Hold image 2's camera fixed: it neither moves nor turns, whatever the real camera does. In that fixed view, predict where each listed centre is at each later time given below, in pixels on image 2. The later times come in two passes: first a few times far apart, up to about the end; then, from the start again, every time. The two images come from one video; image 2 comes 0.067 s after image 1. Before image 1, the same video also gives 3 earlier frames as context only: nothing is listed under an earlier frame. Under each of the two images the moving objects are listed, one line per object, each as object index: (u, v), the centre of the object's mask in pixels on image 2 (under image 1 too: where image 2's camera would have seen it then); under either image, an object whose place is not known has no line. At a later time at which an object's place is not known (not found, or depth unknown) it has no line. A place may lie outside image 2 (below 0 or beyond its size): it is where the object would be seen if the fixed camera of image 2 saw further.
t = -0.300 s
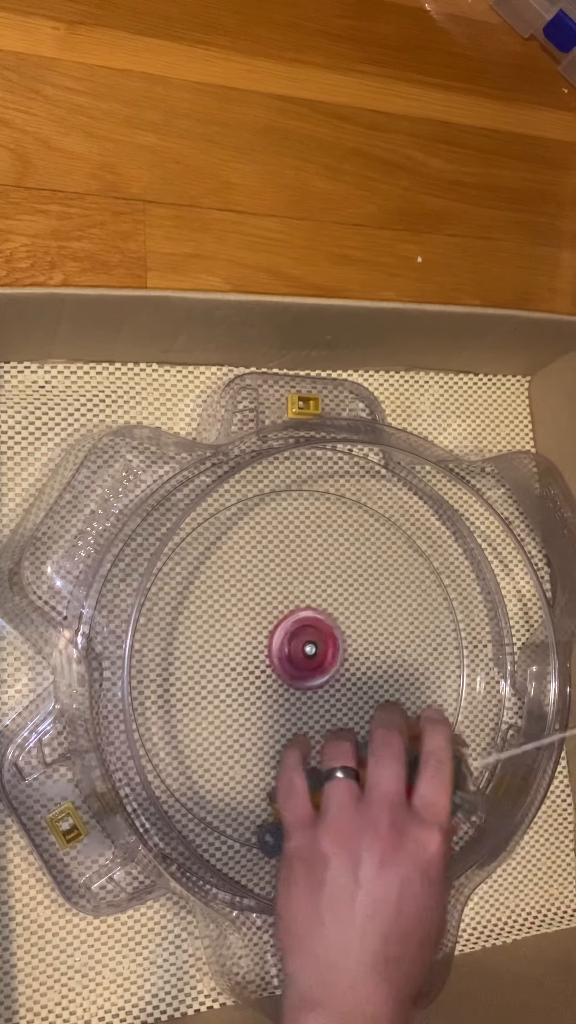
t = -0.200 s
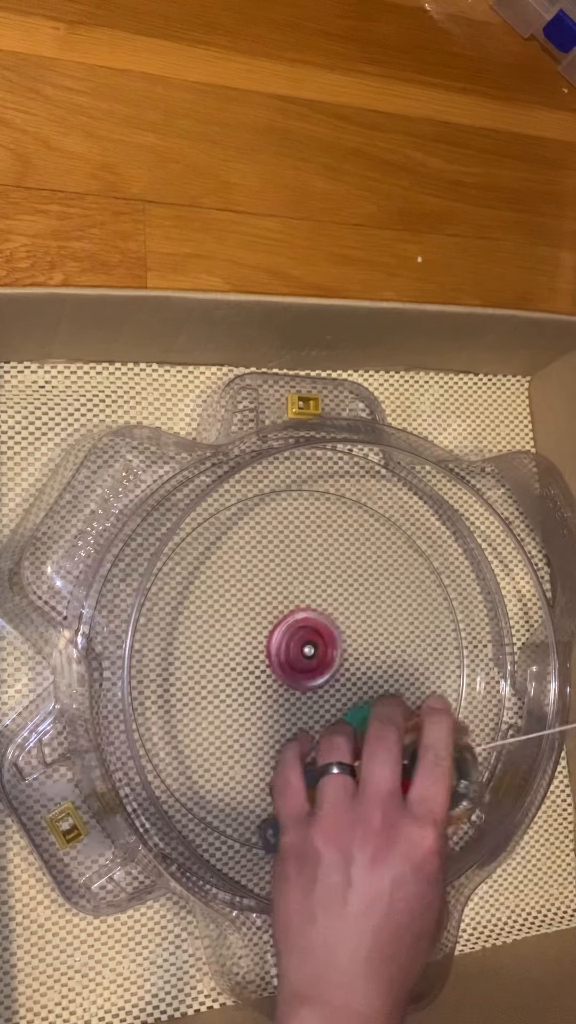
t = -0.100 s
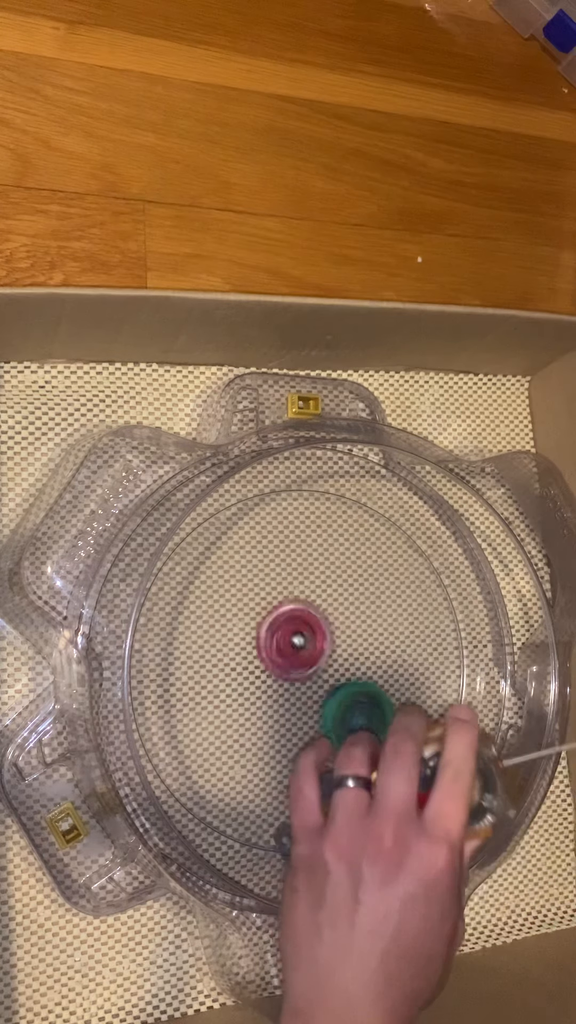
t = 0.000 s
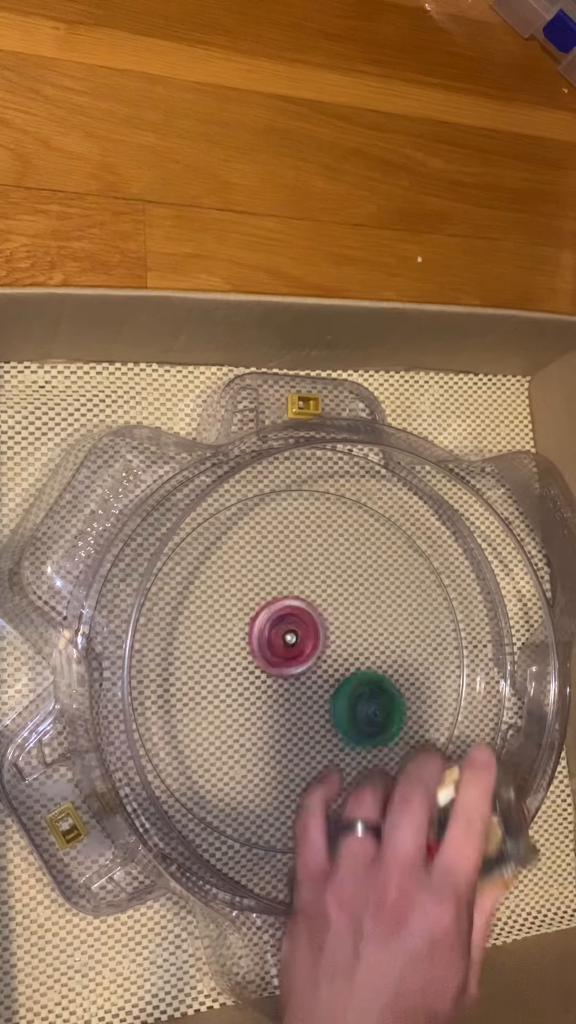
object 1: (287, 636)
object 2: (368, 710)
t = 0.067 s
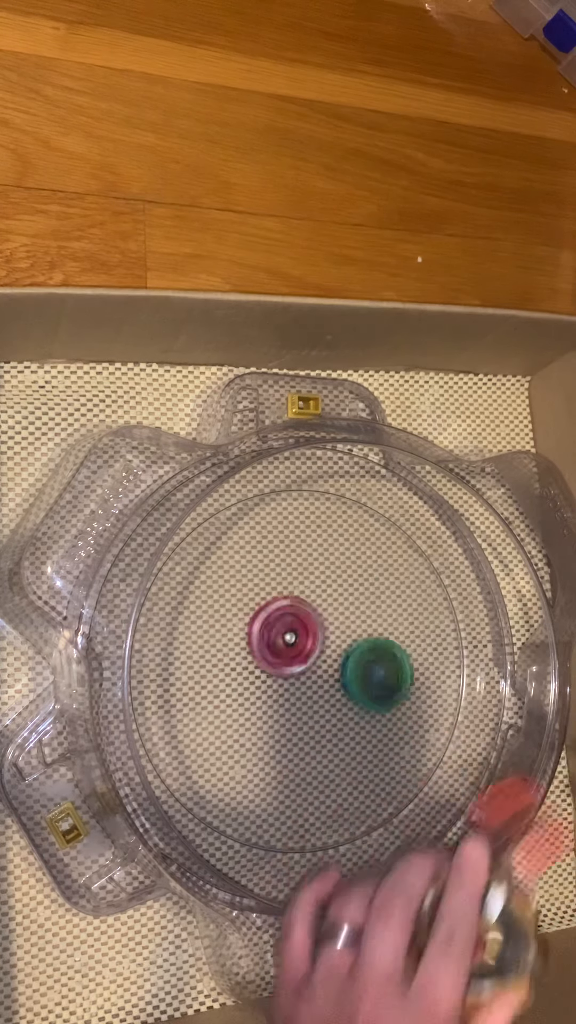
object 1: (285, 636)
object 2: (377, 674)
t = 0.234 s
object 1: (280, 641)
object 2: (357, 617)
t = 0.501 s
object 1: (278, 660)
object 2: (325, 590)
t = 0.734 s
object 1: (290, 701)
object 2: (311, 592)
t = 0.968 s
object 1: (299, 709)
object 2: (298, 601)
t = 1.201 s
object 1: (311, 703)
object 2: (279, 622)
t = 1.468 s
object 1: (351, 704)
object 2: (258, 620)
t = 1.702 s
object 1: (349, 685)
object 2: (257, 629)
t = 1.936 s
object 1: (348, 651)
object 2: (257, 653)
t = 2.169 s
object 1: (340, 636)
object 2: (257, 668)
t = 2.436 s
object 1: (320, 621)
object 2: (255, 683)
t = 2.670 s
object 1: (317, 619)
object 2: (258, 701)
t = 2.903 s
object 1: (307, 638)
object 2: (261, 709)
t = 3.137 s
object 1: (312, 633)
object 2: (269, 730)
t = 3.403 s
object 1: (314, 636)
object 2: (287, 725)
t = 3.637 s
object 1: (314, 630)
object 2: (312, 711)
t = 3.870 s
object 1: (311, 578)
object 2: (334, 724)
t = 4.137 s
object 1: (312, 588)
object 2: (340, 713)
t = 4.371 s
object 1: (280, 611)
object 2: (337, 706)
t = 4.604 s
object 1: (253, 602)
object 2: (333, 705)
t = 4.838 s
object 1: (266, 615)
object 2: (308, 689)
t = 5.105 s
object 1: (281, 613)
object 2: (308, 696)
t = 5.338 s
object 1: (304, 609)
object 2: (331, 710)
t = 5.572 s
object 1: (316, 627)
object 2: (342, 705)
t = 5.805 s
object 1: (303, 632)
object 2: (343, 703)
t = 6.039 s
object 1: (287, 624)
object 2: (336, 703)
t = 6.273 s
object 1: (284, 623)
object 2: (322, 701)
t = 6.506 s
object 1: (289, 630)
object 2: (324, 707)
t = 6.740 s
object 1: (295, 626)
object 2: (321, 702)
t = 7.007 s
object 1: (299, 629)
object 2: (323, 702)
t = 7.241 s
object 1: (307, 629)
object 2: (319, 702)
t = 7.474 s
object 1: (304, 626)
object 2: (319, 701)
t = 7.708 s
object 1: (302, 628)
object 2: (316, 701)
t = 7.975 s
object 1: (305, 631)
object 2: (317, 704)
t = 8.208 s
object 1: (306, 631)
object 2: (317, 703)
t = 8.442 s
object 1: (306, 631)
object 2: (317, 704)
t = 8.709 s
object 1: (306, 631)
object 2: (317, 703)
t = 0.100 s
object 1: (285, 636)
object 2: (376, 662)
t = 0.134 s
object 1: (285, 636)
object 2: (373, 649)
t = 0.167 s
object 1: (285, 636)
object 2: (365, 636)
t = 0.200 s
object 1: (285, 637)
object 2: (359, 626)
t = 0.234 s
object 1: (280, 641)
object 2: (357, 617)
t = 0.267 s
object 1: (277, 644)
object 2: (354, 609)
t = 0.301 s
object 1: (276, 645)
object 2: (350, 603)
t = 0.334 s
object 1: (276, 646)
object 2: (347, 598)
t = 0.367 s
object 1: (277, 648)
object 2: (343, 595)
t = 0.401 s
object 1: (277, 649)
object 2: (338, 594)
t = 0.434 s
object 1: (278, 650)
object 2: (333, 592)
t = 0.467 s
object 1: (278, 653)
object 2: (328, 591)
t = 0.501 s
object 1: (278, 660)
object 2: (325, 590)
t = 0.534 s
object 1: (279, 667)
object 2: (323, 590)
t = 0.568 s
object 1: (281, 673)
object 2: (319, 590)
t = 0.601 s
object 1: (282, 680)
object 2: (318, 590)
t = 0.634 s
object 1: (284, 686)
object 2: (316, 591)
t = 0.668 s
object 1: (286, 692)
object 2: (314, 591)
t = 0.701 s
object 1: (288, 697)
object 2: (312, 592)
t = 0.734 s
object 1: (290, 701)
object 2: (311, 592)
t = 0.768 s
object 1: (292, 705)
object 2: (310, 592)
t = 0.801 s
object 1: (293, 706)
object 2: (308, 594)
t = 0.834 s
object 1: (295, 708)
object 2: (306, 595)
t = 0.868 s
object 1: (296, 708)
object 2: (304, 596)
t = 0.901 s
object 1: (297, 708)
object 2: (302, 597)
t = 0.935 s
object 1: (298, 708)
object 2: (300, 599)
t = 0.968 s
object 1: (299, 709)
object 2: (298, 601)
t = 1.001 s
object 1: (299, 709)
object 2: (296, 604)
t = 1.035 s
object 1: (300, 708)
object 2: (294, 607)
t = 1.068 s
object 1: (301, 707)
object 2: (291, 610)
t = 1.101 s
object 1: (302, 706)
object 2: (289, 613)
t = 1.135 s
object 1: (303, 703)
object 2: (286, 618)
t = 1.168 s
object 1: (305, 701)
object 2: (284, 622)
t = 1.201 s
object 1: (311, 703)
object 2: (279, 622)
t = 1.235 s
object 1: (319, 709)
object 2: (272, 618)
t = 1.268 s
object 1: (326, 712)
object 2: (266, 615)
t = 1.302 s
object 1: (333, 712)
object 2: (263, 615)
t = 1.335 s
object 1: (338, 712)
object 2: (261, 615)
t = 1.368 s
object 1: (342, 711)
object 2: (260, 616)
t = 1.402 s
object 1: (345, 709)
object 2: (260, 617)
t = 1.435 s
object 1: (349, 707)
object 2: (259, 618)
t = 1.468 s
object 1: (351, 704)
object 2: (258, 620)
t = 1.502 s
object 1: (351, 702)
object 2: (258, 621)
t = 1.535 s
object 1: (352, 700)
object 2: (258, 622)
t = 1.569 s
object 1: (352, 698)
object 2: (257, 623)
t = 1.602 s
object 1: (352, 695)
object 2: (257, 624)
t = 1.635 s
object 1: (351, 692)
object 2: (257, 626)
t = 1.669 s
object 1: (350, 689)
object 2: (257, 627)
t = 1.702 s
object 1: (349, 685)
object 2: (257, 629)
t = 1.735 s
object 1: (347, 681)
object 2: (258, 631)
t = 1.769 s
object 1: (345, 676)
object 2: (259, 635)
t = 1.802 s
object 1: (343, 671)
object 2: (261, 638)
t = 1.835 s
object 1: (340, 665)
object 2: (263, 643)
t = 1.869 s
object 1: (339, 660)
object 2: (265, 647)
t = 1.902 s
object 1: (345, 655)
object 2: (260, 650)
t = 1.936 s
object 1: (348, 651)
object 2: (257, 653)
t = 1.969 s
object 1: (350, 647)
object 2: (256, 659)
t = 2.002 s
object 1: (349, 644)
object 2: (256, 661)
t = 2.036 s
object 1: (347, 643)
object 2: (256, 663)
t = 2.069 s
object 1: (346, 640)
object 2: (256, 664)
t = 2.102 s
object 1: (344, 638)
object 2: (257, 666)
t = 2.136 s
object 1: (342, 636)
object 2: (256, 666)
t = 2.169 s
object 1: (340, 636)
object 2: (257, 668)
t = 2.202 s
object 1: (337, 634)
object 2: (257, 669)
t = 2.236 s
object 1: (334, 633)
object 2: (258, 671)
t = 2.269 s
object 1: (331, 631)
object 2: (258, 671)
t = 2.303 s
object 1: (327, 631)
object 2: (258, 673)
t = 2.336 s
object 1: (323, 629)
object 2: (259, 674)
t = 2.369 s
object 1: (321, 628)
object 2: (258, 676)
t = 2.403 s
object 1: (319, 626)
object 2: (258, 677)
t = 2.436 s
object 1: (320, 621)
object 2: (255, 683)
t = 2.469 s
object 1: (320, 618)
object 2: (255, 688)
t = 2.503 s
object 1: (319, 618)
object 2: (254, 692)
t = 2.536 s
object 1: (319, 618)
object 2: (255, 694)
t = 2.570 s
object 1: (318, 618)
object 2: (256, 697)
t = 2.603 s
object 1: (318, 618)
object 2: (256, 699)
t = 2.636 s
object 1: (318, 619)
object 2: (257, 700)
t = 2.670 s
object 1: (317, 619)
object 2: (258, 701)
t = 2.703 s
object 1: (316, 621)
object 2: (258, 702)
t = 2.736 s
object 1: (316, 622)
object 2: (259, 702)
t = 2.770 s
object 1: (314, 625)
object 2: (260, 704)
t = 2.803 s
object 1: (312, 628)
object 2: (260, 704)
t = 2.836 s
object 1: (310, 632)
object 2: (261, 705)
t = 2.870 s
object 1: (307, 637)
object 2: (262, 706)
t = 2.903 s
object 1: (307, 638)
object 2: (261, 709)
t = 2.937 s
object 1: (309, 636)
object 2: (259, 718)
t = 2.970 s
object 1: (311, 633)
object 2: (259, 723)
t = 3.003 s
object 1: (311, 633)
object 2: (261, 725)
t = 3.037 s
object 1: (310, 634)
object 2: (264, 728)
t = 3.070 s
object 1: (311, 634)
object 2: (266, 728)
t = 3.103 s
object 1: (312, 634)
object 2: (268, 729)
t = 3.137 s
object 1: (312, 633)
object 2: (269, 730)
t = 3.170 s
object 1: (312, 634)
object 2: (270, 731)
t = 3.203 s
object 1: (312, 634)
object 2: (271, 731)
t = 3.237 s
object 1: (313, 635)
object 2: (273, 731)
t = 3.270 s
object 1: (313, 635)
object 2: (275, 732)
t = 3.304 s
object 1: (313, 635)
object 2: (277, 731)
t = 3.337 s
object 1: (313, 636)
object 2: (280, 729)
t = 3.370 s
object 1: (313, 636)
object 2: (283, 728)
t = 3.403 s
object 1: (314, 636)
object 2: (287, 725)
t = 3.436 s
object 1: (314, 635)
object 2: (292, 721)
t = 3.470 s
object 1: (314, 635)
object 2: (296, 717)
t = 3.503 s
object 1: (314, 633)
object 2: (301, 715)
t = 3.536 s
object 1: (313, 631)
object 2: (304, 714)
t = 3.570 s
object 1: (314, 630)
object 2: (306, 714)
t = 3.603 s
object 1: (314, 630)
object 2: (309, 712)
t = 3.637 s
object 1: (314, 630)
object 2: (312, 711)
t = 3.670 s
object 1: (314, 629)
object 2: (314, 711)
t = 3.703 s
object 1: (312, 623)
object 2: (317, 715)
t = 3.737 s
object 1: (311, 611)
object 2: (321, 719)
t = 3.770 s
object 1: (310, 600)
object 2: (326, 723)
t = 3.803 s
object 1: (310, 591)
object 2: (331, 724)
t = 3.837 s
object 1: (311, 583)
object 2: (333, 724)
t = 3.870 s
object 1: (311, 578)
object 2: (334, 724)
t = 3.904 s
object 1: (312, 575)
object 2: (336, 723)
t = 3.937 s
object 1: (313, 573)
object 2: (337, 722)
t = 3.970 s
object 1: (312, 573)
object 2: (337, 721)
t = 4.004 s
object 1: (312, 576)
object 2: (338, 721)
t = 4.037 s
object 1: (313, 578)
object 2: (339, 719)
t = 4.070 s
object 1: (314, 581)
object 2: (340, 718)
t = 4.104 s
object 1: (313, 583)
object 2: (341, 717)
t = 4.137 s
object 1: (312, 588)
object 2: (340, 713)
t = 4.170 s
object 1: (311, 595)
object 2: (340, 708)
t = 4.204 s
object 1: (309, 605)
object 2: (339, 703)
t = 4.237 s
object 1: (307, 614)
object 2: (337, 698)
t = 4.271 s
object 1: (304, 620)
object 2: (336, 694)
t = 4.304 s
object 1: (297, 622)
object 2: (335, 696)
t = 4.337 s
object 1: (287, 617)
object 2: (336, 703)
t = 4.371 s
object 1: (280, 611)
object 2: (337, 706)
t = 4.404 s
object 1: (272, 608)
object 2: (338, 709)
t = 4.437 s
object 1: (267, 605)
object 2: (337, 709)
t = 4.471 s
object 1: (262, 602)
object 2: (337, 710)
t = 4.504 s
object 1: (258, 602)
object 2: (337, 710)
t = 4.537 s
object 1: (256, 598)
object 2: (335, 708)
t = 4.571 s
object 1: (254, 599)
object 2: (334, 706)
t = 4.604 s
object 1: (253, 602)
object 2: (333, 705)
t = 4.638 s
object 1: (255, 604)
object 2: (331, 703)
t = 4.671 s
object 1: (255, 605)
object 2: (327, 700)
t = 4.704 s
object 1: (257, 607)
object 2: (324, 697)
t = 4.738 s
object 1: (260, 609)
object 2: (320, 693)
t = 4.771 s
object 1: (264, 613)
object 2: (314, 689)
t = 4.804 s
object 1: (269, 618)
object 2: (310, 686)
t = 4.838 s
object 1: (266, 615)
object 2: (308, 689)
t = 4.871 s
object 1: (266, 617)
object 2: (306, 691)
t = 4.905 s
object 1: (268, 615)
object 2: (305, 690)
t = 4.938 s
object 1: (270, 613)
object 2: (305, 689)
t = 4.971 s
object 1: (272, 613)
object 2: (305, 688)
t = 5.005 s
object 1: (275, 615)
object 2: (306, 688)
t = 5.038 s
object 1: (276, 612)
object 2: (306, 689)
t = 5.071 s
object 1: (279, 616)
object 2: (307, 690)
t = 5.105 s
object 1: (281, 613)
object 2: (308, 696)
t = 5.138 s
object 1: (280, 610)
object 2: (309, 703)
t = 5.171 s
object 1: (284, 607)
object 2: (314, 706)
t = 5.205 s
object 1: (289, 603)
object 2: (317, 709)
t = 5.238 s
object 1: (293, 600)
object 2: (319, 712)
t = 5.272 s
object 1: (294, 603)
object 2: (324, 711)
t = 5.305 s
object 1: (299, 608)
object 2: (328, 711)
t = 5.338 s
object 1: (304, 609)
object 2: (331, 710)
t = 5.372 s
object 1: (307, 612)
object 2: (332, 708)
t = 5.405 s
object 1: (309, 617)
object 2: (334, 706)
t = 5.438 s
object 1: (312, 625)
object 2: (335, 704)
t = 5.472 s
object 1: (314, 626)
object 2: (337, 704)
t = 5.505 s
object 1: (313, 625)
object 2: (338, 706)
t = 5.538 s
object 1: (315, 628)
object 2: (340, 706)
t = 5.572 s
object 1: (316, 627)
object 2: (342, 705)
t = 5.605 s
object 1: (317, 628)
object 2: (344, 705)
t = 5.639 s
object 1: (315, 630)
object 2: (344, 706)
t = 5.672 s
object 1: (313, 634)
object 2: (344, 706)
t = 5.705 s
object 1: (311, 632)
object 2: (344, 706)
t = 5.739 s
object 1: (308, 630)
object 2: (344, 704)
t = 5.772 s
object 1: (305, 631)
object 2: (345, 704)
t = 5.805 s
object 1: (303, 632)
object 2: (343, 703)
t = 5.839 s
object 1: (302, 632)
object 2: (339, 701)
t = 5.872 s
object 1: (300, 632)
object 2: (339, 702)
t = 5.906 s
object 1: (296, 627)
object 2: (340, 705)
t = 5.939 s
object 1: (289, 626)
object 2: (340, 706)
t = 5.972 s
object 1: (286, 628)
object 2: (339, 707)
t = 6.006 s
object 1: (287, 627)
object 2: (338, 705)
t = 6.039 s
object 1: (287, 624)
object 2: (336, 703)
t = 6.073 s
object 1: (287, 623)
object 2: (334, 700)
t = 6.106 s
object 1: (287, 623)
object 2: (332, 699)
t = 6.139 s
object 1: (287, 624)
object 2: (328, 700)
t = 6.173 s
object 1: (288, 628)
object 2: (324, 699)
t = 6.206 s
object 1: (287, 627)
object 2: (322, 700)
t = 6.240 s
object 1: (284, 625)
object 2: (321, 701)
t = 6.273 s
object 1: (284, 623)
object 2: (322, 701)
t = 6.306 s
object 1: (286, 623)
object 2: (323, 703)
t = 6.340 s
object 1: (289, 623)
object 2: (324, 705)
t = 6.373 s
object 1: (292, 622)
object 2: (324, 706)
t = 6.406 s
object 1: (292, 622)
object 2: (324, 705)
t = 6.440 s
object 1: (291, 626)
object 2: (323, 703)
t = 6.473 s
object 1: (291, 631)
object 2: (323, 704)
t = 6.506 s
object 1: (289, 630)
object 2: (324, 707)
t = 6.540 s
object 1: (288, 629)
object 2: (325, 708)
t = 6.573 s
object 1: (291, 628)
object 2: (327, 707)
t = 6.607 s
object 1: (293, 626)
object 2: (329, 705)
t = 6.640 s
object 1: (295, 625)
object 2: (330, 705)
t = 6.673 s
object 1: (296, 625)
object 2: (328, 705)
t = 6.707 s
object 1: (295, 625)
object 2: (325, 704)
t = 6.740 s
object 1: (295, 626)
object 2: (321, 702)
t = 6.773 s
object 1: (295, 629)
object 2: (320, 699)
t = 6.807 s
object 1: (294, 629)
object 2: (321, 700)
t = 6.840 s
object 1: (293, 627)
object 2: (321, 701)
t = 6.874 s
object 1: (291, 626)
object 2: (321, 702)
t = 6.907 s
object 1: (292, 628)
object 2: (321, 703)
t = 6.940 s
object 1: (295, 631)
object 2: (322, 703)
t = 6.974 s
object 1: (297, 631)
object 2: (322, 702)
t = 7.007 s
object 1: (299, 629)
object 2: (323, 702)
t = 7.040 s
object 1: (301, 627)
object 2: (323, 702)
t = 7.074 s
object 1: (302, 625)
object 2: (322, 701)
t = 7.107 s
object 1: (302, 624)
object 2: (321, 700)
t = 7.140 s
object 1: (302, 623)
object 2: (320, 701)
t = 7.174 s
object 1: (304, 625)
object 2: (319, 702)
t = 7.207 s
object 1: (305, 628)
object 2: (319, 703)
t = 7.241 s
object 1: (307, 629)
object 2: (319, 702)
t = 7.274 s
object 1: (306, 628)
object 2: (318, 702)
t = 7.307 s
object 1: (305, 627)
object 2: (317, 702)
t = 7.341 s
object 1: (305, 628)
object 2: (316, 702)
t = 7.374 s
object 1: (305, 627)
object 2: (317, 702)
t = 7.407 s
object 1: (304, 627)
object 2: (317, 702)
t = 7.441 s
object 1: (304, 627)
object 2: (318, 702)
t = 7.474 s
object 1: (304, 626)
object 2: (319, 701)
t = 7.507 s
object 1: (303, 627)
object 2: (319, 701)
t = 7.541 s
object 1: (302, 628)
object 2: (319, 701)
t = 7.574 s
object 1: (301, 629)
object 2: (320, 701)
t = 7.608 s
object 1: (301, 629)
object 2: (319, 701)
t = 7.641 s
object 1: (302, 628)
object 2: (318, 702)
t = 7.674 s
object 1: (302, 627)
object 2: (317, 701)
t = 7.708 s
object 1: (302, 628)
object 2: (316, 701)
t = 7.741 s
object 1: (302, 628)
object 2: (317, 701)
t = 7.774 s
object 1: (302, 628)
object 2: (317, 701)
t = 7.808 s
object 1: (302, 629)
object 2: (317, 702)
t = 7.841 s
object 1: (303, 630)
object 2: (317, 702)
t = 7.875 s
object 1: (303, 630)
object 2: (317, 703)
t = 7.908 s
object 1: (304, 630)
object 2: (317, 703)
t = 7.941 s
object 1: (305, 630)
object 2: (317, 704)
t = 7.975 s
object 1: (305, 631)
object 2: (317, 704)
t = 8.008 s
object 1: (305, 631)
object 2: (317, 704)
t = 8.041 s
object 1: (306, 631)
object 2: (317, 704)
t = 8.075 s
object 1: (306, 631)
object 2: (317, 704)
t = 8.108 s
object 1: (307, 631)
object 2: (317, 704)
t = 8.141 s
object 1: (306, 631)
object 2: (317, 703)
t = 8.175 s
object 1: (306, 631)
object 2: (317, 703)
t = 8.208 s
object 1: (306, 631)
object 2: (317, 703)
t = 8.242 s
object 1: (306, 631)
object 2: (317, 703)
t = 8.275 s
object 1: (306, 631)
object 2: (317, 703)
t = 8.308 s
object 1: (306, 631)
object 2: (317, 704)
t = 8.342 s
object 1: (306, 631)
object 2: (317, 704)
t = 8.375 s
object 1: (306, 631)
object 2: (317, 703)
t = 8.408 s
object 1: (306, 631)
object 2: (317, 704)
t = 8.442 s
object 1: (306, 631)
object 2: (317, 704)
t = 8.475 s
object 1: (306, 631)
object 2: (317, 704)
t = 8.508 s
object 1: (306, 631)
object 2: (317, 704)
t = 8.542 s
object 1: (306, 631)
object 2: (317, 704)
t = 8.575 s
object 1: (306, 631)
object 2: (317, 704)
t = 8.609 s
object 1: (306, 631)
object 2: (317, 704)
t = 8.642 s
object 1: (306, 631)
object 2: (317, 704)
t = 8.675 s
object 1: (306, 631)
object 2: (317, 704)
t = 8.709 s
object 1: (306, 631)
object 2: (317, 703)
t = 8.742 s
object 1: (306, 631)
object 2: (317, 703)
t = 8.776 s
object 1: (306, 631)
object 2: (317, 703)
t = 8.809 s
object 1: (306, 631)
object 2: (317, 703)
